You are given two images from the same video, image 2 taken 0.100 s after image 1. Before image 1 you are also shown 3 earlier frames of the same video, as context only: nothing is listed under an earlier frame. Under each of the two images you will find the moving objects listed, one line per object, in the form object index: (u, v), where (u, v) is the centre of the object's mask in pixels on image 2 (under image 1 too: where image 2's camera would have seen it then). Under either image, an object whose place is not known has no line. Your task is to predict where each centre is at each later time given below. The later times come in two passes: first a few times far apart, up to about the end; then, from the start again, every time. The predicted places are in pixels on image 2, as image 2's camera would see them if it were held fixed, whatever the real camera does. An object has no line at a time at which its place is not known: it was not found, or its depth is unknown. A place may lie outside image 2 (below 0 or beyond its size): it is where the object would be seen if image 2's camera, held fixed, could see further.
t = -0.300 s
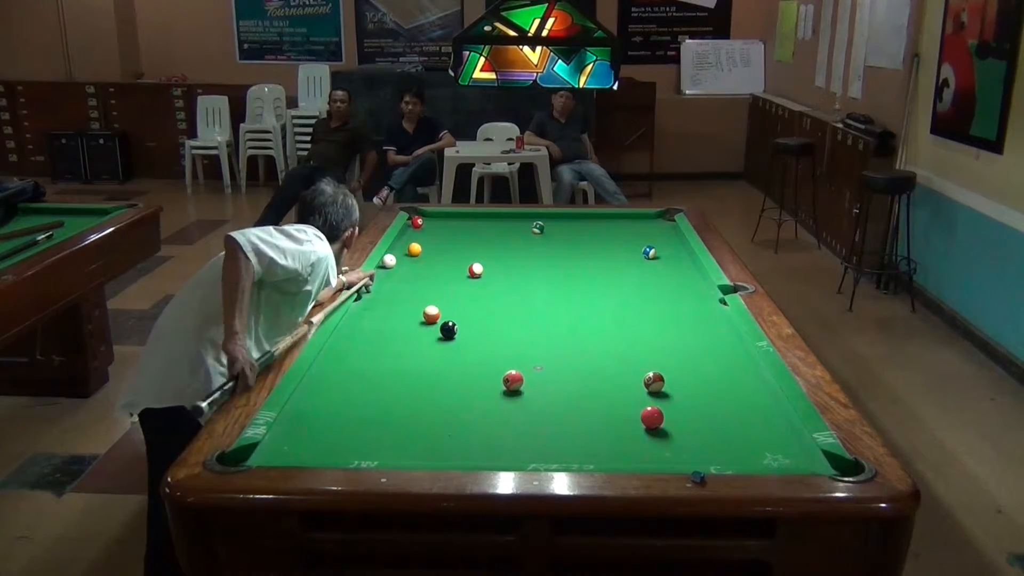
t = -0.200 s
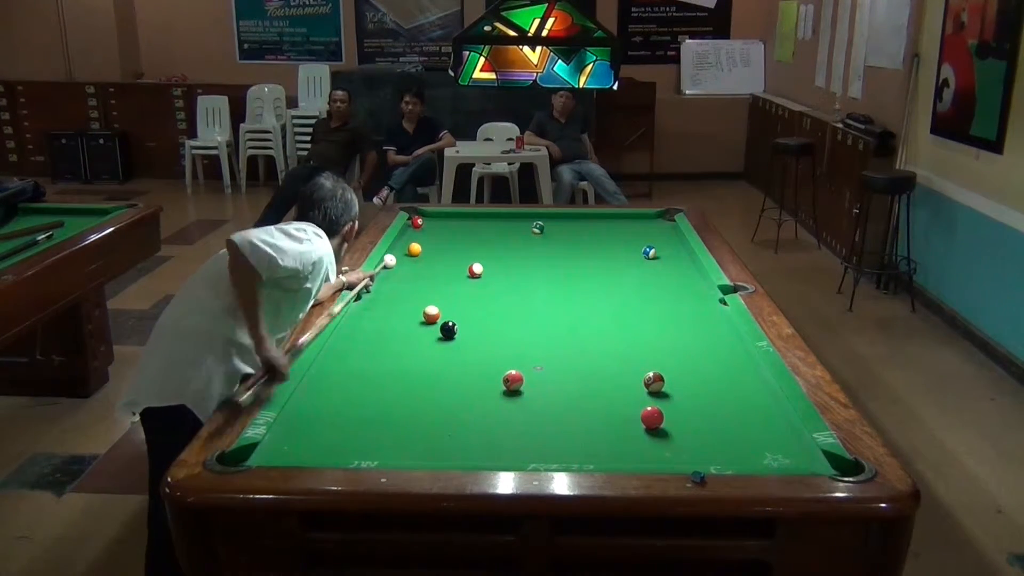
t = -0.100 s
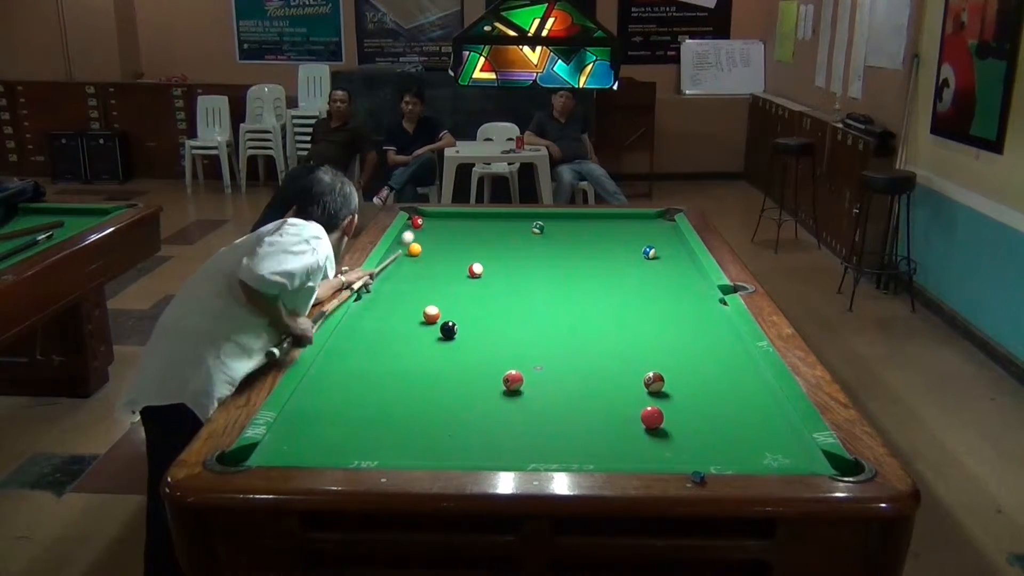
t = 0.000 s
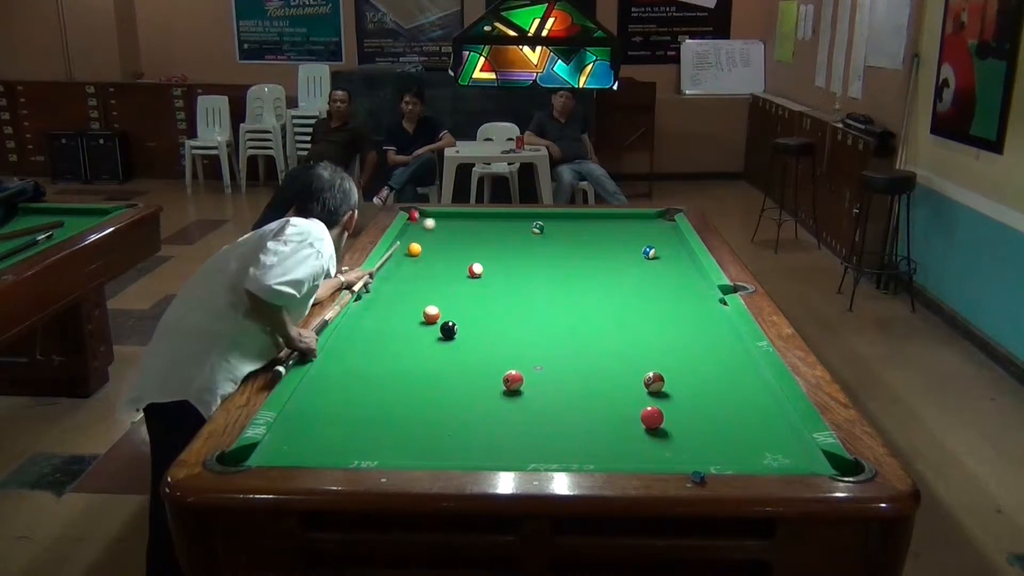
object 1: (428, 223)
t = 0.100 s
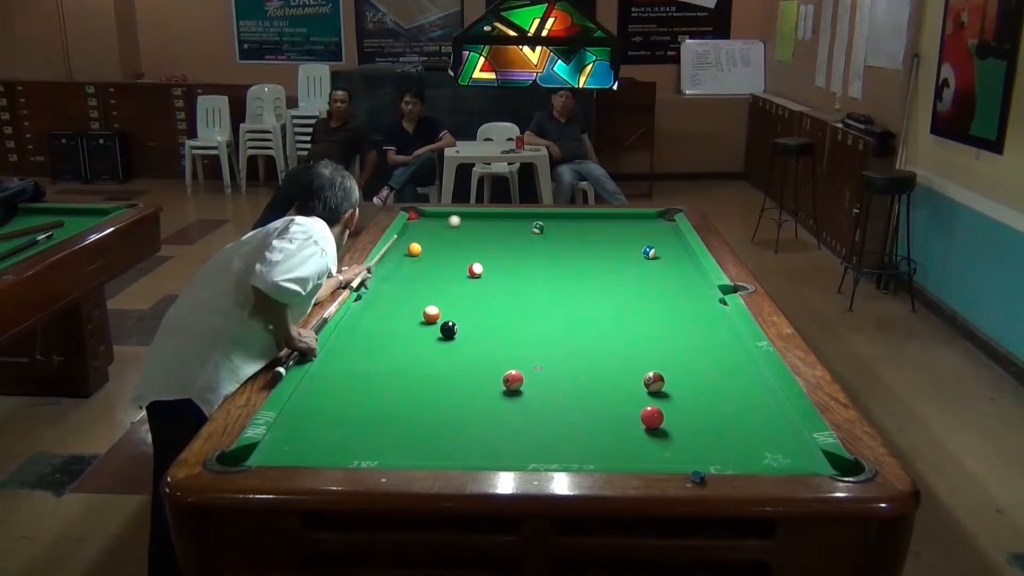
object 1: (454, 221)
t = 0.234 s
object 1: (485, 215)
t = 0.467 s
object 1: (523, 221)
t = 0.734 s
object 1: (566, 228)
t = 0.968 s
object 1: (606, 234)
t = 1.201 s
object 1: (647, 241)
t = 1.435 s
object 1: (683, 247)
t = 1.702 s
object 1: (664, 256)
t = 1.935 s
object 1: (647, 264)
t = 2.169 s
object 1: (630, 272)
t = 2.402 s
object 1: (612, 280)
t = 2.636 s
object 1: (593, 288)
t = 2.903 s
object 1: (571, 298)
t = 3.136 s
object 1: (552, 306)
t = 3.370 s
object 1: (533, 315)
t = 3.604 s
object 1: (513, 324)
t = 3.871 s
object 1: (489, 334)
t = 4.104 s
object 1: (468, 343)
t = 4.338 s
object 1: (447, 351)
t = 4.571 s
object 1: (426, 360)
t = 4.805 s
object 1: (405, 368)
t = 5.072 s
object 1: (382, 378)
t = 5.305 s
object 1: (362, 386)
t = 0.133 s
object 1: (462, 220)
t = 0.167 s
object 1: (470, 219)
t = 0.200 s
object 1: (478, 217)
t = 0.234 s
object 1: (485, 215)
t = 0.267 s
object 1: (491, 215)
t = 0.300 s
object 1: (496, 216)
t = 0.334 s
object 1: (501, 217)
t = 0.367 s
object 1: (507, 218)
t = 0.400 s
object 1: (512, 219)
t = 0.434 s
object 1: (517, 220)
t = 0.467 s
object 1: (523, 221)
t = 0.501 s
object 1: (528, 222)
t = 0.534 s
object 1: (532, 221)
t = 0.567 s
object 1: (539, 221)
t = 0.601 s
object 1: (545, 223)
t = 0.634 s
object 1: (550, 225)
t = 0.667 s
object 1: (555, 226)
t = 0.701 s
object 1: (561, 227)
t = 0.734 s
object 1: (566, 228)
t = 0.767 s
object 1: (572, 229)
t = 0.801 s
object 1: (578, 230)
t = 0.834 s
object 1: (583, 231)
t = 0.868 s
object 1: (589, 232)
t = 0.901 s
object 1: (595, 232)
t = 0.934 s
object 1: (600, 233)
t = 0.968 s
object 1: (606, 234)
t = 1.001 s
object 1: (612, 235)
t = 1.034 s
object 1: (617, 236)
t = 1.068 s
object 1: (623, 237)
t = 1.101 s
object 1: (629, 238)
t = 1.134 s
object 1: (635, 239)
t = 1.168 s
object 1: (641, 240)
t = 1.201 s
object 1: (647, 241)
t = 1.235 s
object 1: (653, 241)
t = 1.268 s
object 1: (659, 243)
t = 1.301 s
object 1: (665, 244)
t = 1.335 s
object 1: (671, 245)
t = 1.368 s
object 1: (677, 246)
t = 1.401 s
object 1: (683, 247)
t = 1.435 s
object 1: (683, 247)
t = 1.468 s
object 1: (681, 249)
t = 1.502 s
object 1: (679, 250)
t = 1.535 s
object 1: (676, 251)
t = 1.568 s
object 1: (674, 252)
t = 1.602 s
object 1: (671, 253)
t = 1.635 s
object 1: (669, 254)
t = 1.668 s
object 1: (667, 255)
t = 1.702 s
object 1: (664, 256)
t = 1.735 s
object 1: (662, 257)
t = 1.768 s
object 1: (659, 258)
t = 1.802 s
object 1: (657, 259)
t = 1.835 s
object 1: (655, 260)
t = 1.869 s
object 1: (652, 262)
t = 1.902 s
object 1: (650, 263)
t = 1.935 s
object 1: (647, 264)
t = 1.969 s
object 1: (645, 265)
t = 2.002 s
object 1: (642, 266)
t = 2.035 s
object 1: (640, 267)
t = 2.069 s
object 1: (637, 268)
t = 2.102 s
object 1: (635, 270)
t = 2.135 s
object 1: (632, 271)
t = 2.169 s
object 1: (630, 272)
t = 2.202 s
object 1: (627, 273)
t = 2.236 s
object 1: (625, 274)
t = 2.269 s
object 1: (622, 275)
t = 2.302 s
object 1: (620, 276)
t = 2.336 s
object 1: (617, 277)
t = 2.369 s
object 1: (614, 279)
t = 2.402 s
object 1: (612, 280)
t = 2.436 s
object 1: (609, 281)
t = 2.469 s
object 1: (607, 282)
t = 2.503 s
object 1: (604, 283)
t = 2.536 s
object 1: (601, 284)
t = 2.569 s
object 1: (599, 286)
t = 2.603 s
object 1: (596, 287)
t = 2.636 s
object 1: (593, 288)
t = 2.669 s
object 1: (591, 289)
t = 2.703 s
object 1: (588, 290)
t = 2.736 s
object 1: (585, 292)
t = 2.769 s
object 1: (583, 293)
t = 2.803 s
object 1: (580, 294)
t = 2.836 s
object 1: (577, 295)
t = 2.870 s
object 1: (574, 296)
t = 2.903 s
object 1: (571, 298)
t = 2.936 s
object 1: (569, 299)
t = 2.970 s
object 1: (566, 300)
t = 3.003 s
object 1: (564, 301)
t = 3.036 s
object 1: (561, 303)
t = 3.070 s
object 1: (558, 304)
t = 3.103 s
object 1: (555, 305)
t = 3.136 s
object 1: (552, 306)
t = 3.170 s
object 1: (549, 308)
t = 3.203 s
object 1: (547, 309)
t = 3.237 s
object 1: (544, 310)
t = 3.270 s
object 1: (541, 311)
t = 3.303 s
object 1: (538, 312)
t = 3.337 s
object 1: (535, 314)
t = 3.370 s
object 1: (533, 315)
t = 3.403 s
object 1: (530, 316)
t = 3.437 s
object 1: (527, 317)
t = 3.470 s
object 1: (524, 319)
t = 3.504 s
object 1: (521, 320)
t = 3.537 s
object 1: (518, 321)
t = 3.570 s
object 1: (515, 322)
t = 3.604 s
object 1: (513, 324)
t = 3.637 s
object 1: (509, 325)
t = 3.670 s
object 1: (507, 326)
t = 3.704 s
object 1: (504, 327)
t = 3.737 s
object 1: (501, 329)
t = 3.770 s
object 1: (498, 330)
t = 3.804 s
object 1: (495, 331)
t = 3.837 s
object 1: (492, 333)
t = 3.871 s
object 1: (489, 334)
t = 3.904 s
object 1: (486, 335)
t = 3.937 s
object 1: (483, 336)
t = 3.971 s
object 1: (480, 337)
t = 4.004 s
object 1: (477, 339)
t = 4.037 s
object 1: (474, 340)
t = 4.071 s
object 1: (471, 341)
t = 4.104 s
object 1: (468, 343)
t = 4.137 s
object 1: (465, 344)
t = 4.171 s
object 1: (462, 345)
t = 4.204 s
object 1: (459, 346)
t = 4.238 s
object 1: (456, 347)
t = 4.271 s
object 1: (453, 349)
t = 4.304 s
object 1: (450, 350)
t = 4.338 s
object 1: (447, 351)
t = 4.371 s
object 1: (444, 352)
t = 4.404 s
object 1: (441, 353)
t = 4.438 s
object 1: (438, 354)
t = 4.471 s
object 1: (435, 356)
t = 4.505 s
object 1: (432, 358)
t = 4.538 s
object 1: (429, 359)
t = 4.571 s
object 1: (426, 360)
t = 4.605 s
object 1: (423, 361)
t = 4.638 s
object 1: (420, 362)
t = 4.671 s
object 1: (417, 363)
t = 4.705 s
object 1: (414, 365)
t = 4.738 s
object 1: (411, 366)
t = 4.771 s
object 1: (408, 367)
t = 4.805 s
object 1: (405, 368)
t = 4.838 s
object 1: (402, 370)
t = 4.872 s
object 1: (400, 371)
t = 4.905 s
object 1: (397, 372)
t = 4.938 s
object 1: (394, 373)
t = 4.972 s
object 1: (391, 375)
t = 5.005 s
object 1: (388, 376)
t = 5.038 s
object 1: (385, 377)
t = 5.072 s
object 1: (382, 378)
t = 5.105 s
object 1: (379, 379)
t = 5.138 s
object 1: (376, 381)
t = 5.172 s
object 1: (373, 382)
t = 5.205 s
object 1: (370, 383)
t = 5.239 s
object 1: (368, 384)
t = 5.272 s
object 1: (365, 385)
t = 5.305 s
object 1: (362, 386)
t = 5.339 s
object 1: (359, 388)
